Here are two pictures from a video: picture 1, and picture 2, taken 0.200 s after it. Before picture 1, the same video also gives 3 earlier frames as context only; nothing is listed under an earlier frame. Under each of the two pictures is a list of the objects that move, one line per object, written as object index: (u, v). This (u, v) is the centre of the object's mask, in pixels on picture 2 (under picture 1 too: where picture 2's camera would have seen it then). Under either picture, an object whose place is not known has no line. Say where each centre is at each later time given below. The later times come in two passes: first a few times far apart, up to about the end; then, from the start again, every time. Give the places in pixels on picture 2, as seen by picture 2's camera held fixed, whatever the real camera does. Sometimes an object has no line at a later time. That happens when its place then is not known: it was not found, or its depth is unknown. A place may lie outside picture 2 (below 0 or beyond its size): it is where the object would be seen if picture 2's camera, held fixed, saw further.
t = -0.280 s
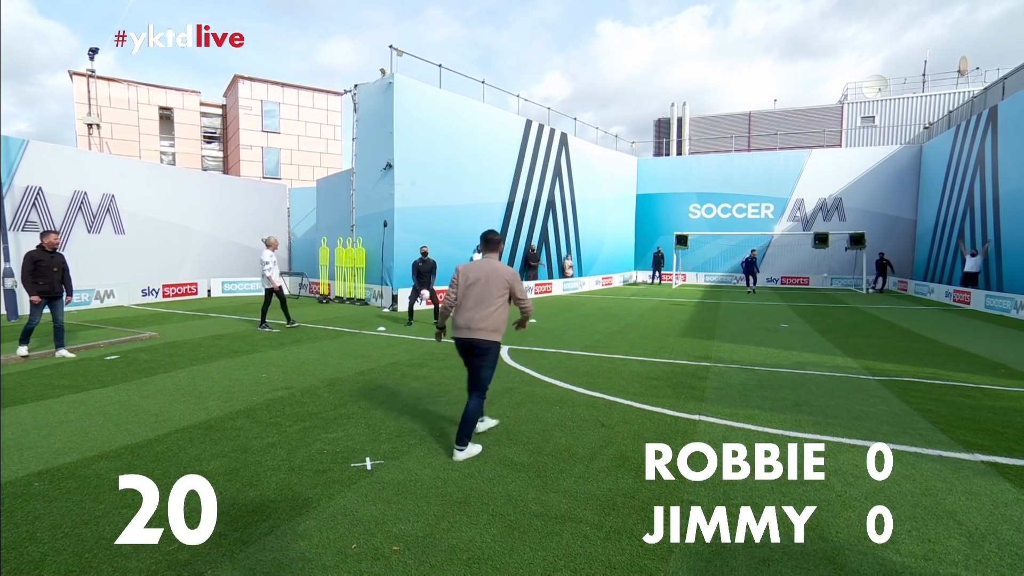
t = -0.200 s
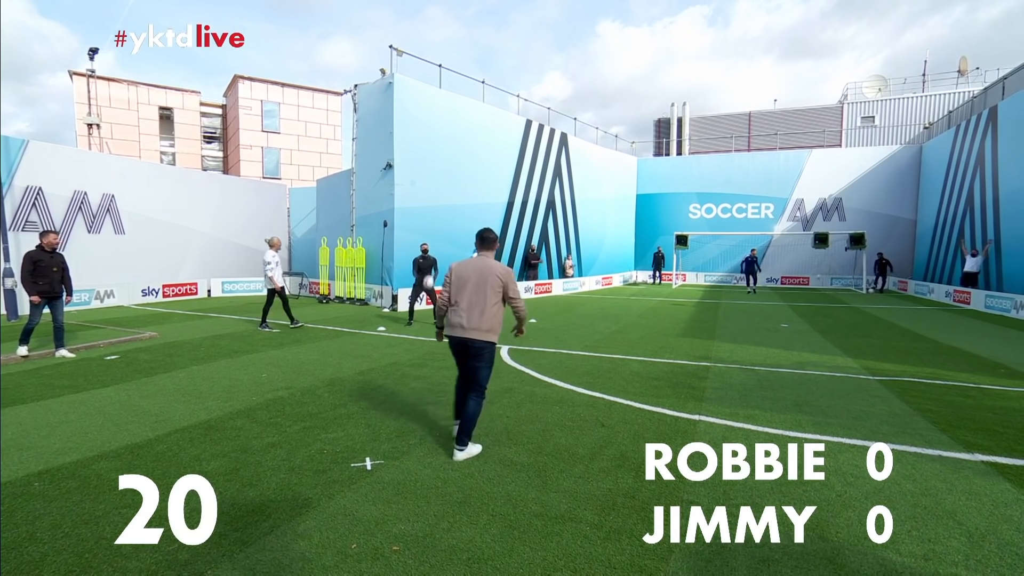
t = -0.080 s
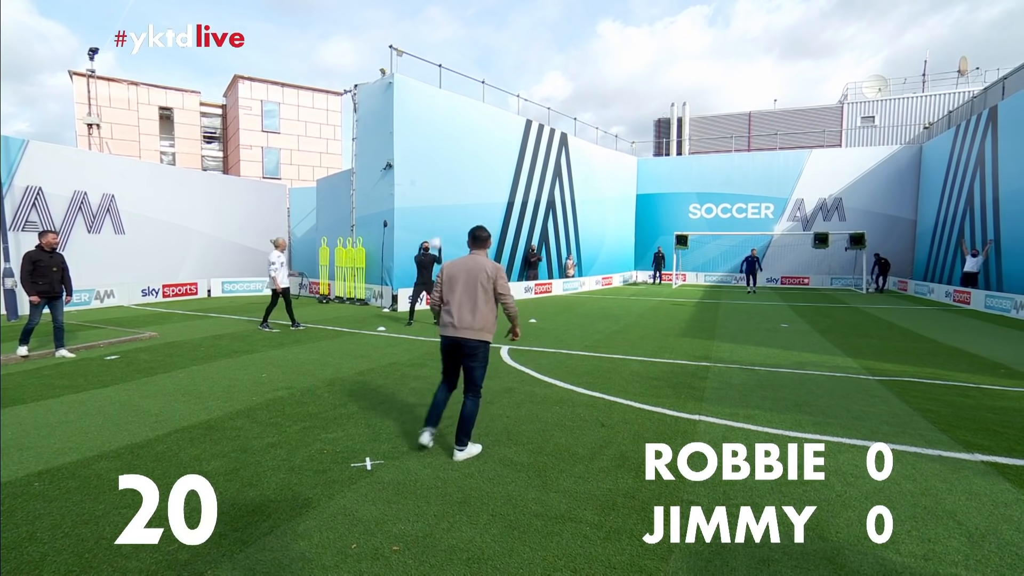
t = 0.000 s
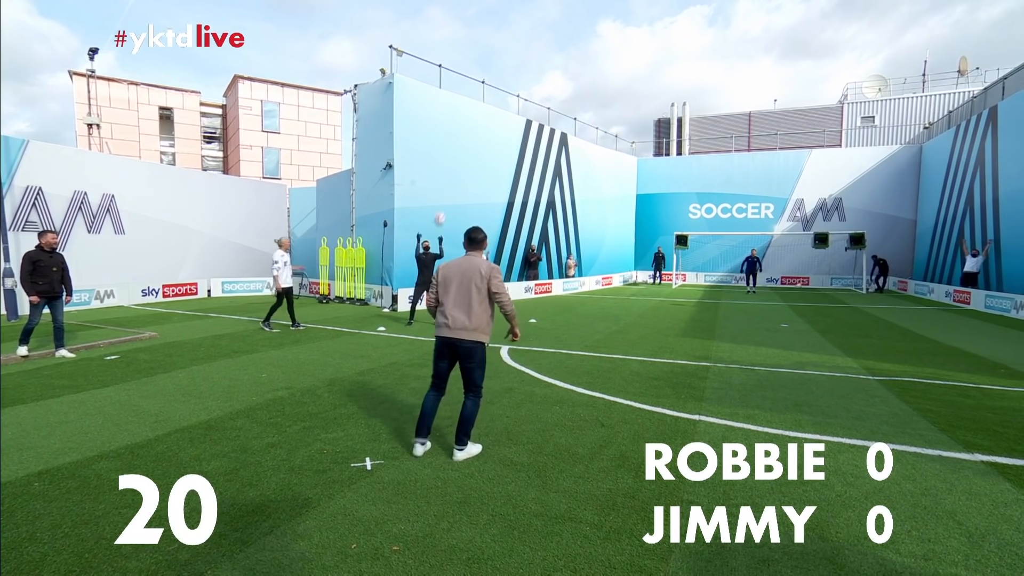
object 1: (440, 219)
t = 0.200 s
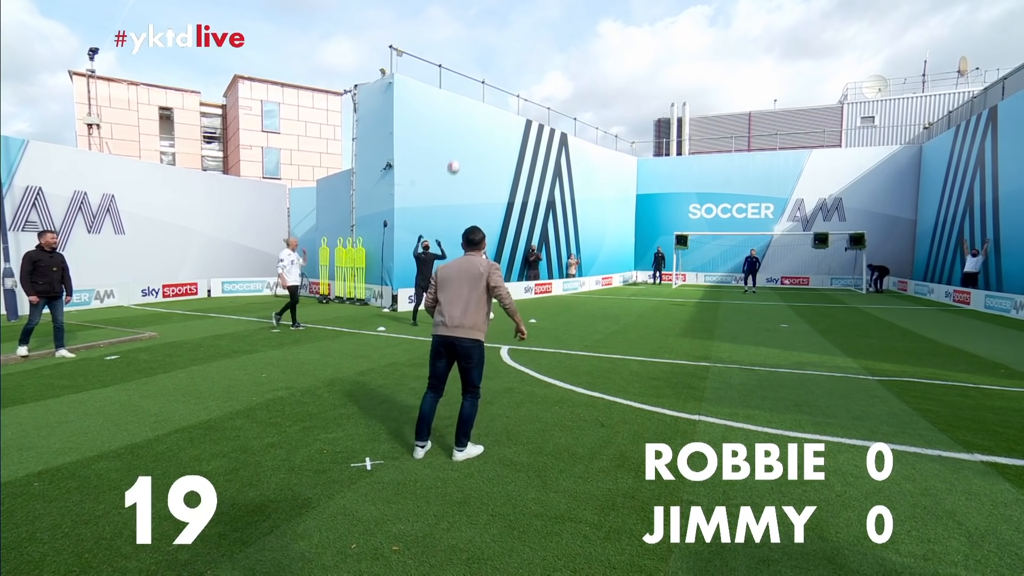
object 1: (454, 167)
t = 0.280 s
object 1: (460, 151)
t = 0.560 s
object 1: (487, 118)
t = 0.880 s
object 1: (531, 149)
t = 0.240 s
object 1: (457, 159)
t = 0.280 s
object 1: (460, 151)
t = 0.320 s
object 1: (463, 144)
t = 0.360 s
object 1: (467, 137)
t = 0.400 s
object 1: (471, 132)
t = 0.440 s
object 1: (474, 127)
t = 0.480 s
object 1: (479, 124)
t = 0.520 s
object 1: (483, 120)
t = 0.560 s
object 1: (487, 118)
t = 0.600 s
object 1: (492, 118)
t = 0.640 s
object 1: (497, 118)
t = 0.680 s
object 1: (502, 120)
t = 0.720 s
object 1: (507, 123)
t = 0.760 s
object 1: (512, 127)
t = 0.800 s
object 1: (519, 133)
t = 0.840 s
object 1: (525, 140)
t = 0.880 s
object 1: (531, 149)
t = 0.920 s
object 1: (539, 160)
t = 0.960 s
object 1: (546, 173)
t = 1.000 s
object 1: (554, 189)
